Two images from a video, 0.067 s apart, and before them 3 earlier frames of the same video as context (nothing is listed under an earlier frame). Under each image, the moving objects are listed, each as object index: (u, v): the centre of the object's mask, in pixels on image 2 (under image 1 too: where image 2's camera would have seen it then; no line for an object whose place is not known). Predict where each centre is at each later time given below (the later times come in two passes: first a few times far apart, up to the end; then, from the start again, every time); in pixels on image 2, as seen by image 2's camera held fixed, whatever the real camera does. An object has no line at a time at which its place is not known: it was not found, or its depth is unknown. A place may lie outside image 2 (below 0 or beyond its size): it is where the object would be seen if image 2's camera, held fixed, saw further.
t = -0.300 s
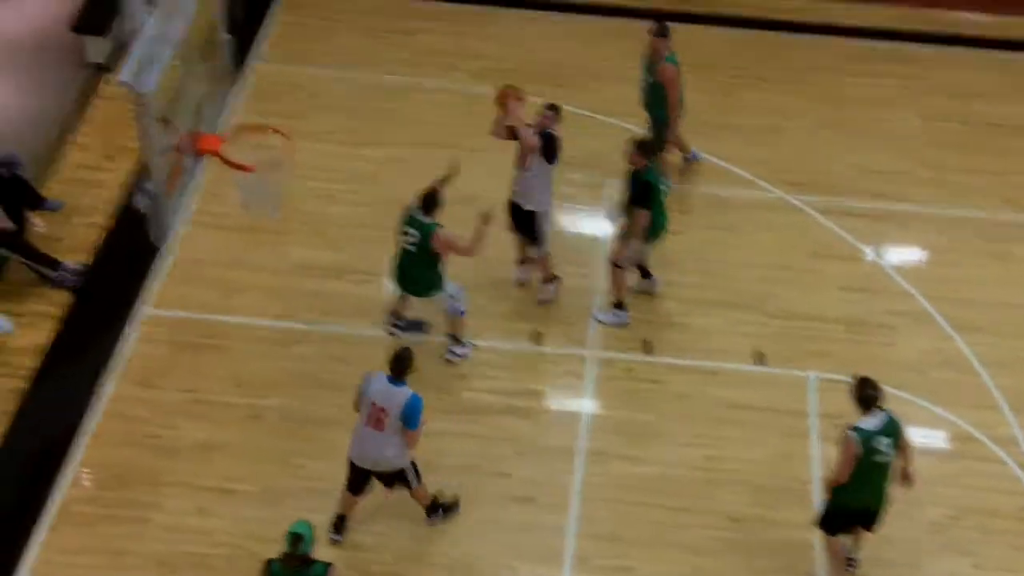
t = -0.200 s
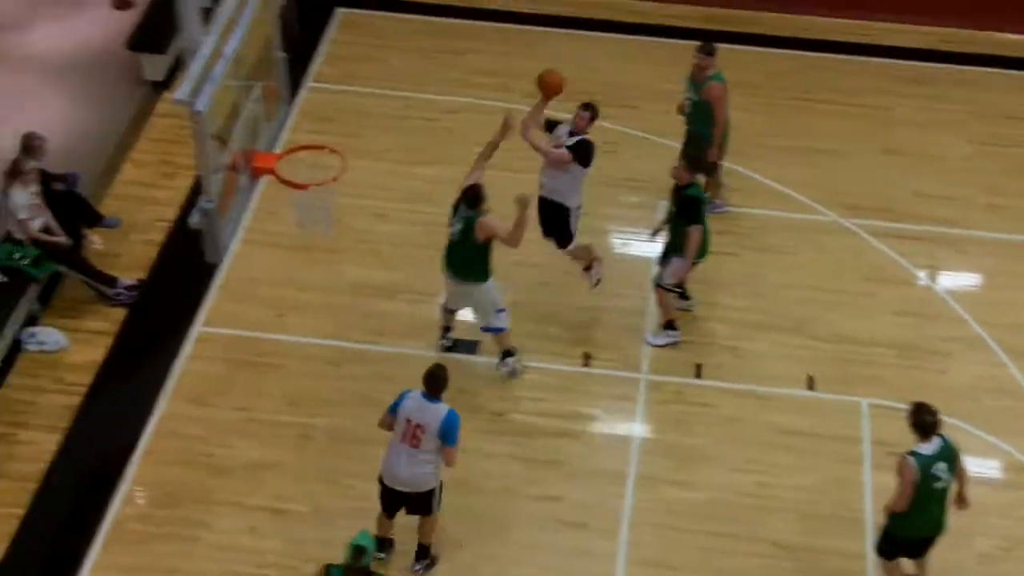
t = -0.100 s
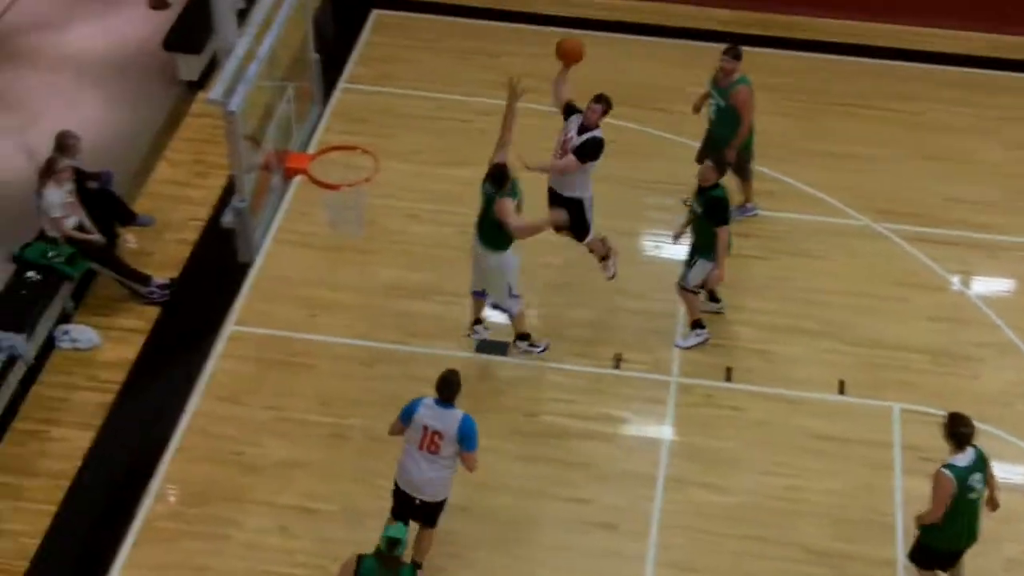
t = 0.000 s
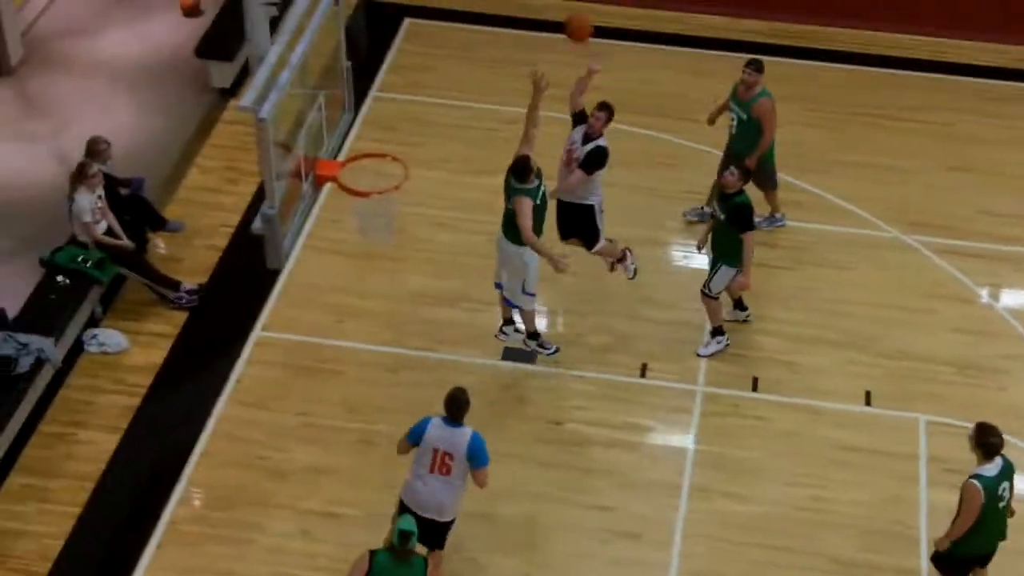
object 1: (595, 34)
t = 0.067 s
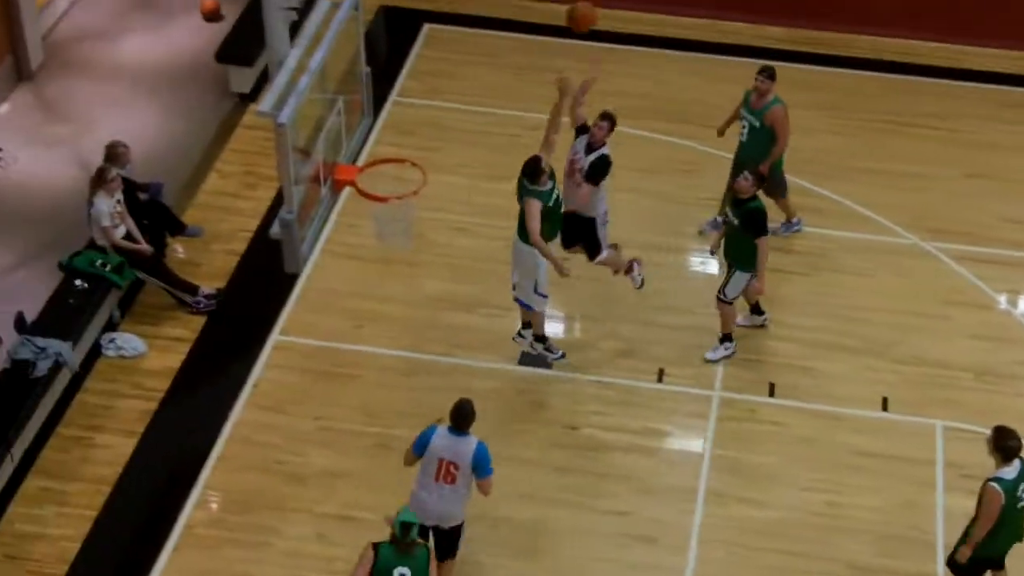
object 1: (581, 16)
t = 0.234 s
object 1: (539, 2)
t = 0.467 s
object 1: (473, 24)
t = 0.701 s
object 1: (403, 128)
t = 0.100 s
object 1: (574, 11)
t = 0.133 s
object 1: (565, 8)
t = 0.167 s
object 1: (557, 5)
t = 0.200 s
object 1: (548, 3)
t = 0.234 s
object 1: (539, 2)
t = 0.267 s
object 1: (531, 0)
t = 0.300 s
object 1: (521, -1)
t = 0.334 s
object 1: (511, 0)
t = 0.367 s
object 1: (502, 2)
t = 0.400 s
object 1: (493, 11)
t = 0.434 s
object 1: (483, 16)
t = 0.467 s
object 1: (473, 24)
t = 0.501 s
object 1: (463, 34)
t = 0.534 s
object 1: (454, 45)
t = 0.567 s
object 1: (444, 58)
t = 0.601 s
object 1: (434, 74)
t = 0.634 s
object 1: (423, 88)
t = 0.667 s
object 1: (414, 106)
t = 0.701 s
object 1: (403, 128)
